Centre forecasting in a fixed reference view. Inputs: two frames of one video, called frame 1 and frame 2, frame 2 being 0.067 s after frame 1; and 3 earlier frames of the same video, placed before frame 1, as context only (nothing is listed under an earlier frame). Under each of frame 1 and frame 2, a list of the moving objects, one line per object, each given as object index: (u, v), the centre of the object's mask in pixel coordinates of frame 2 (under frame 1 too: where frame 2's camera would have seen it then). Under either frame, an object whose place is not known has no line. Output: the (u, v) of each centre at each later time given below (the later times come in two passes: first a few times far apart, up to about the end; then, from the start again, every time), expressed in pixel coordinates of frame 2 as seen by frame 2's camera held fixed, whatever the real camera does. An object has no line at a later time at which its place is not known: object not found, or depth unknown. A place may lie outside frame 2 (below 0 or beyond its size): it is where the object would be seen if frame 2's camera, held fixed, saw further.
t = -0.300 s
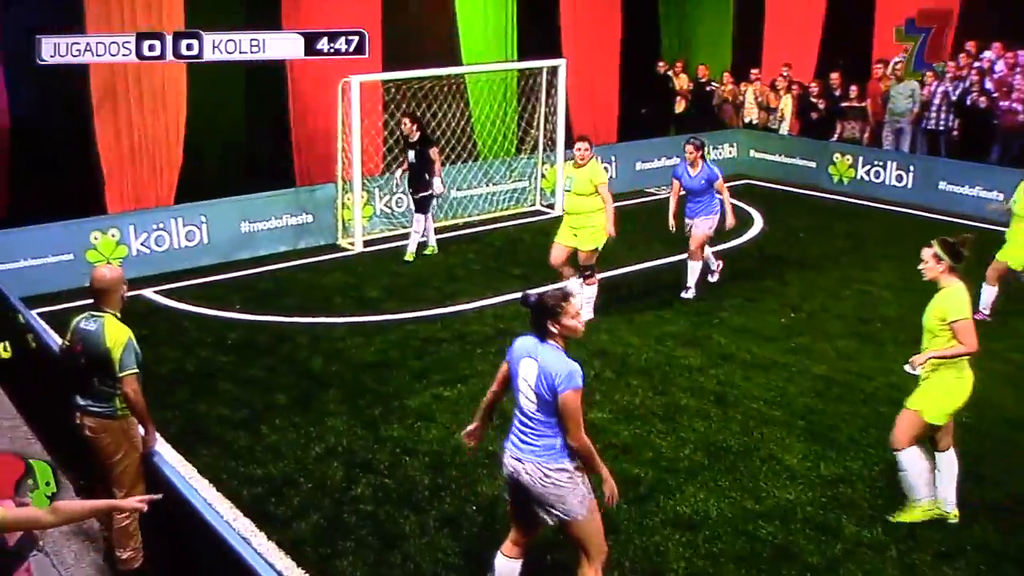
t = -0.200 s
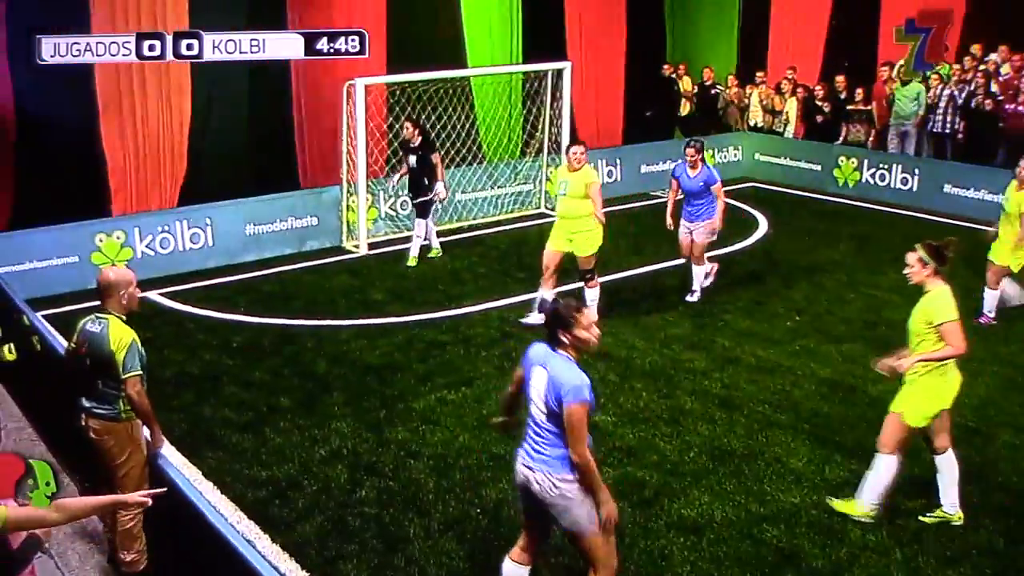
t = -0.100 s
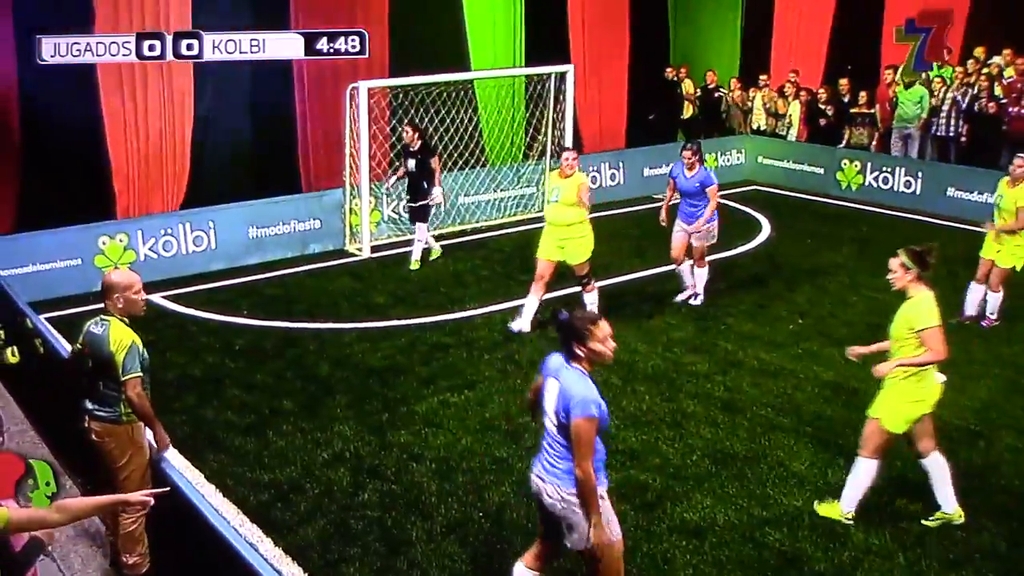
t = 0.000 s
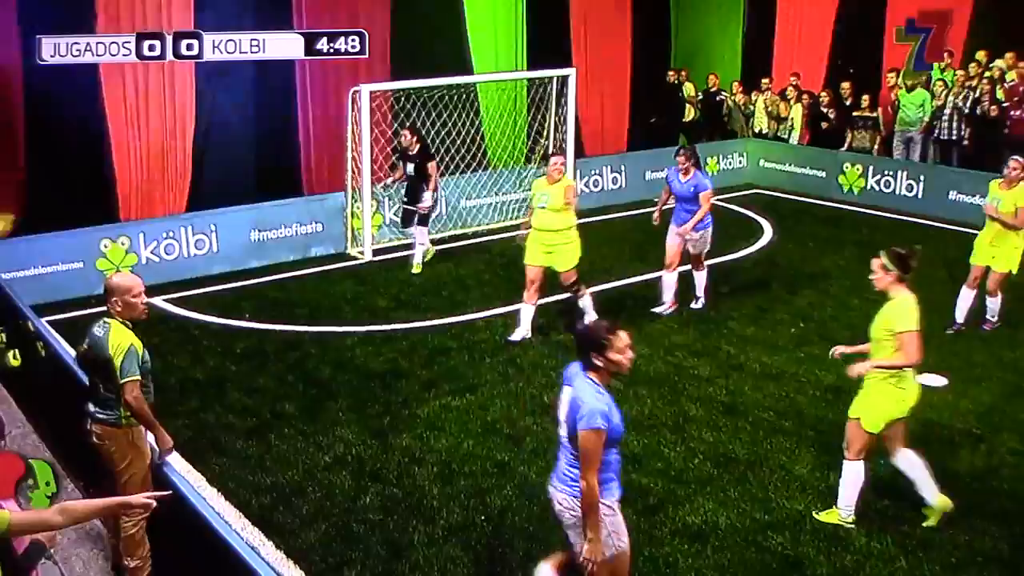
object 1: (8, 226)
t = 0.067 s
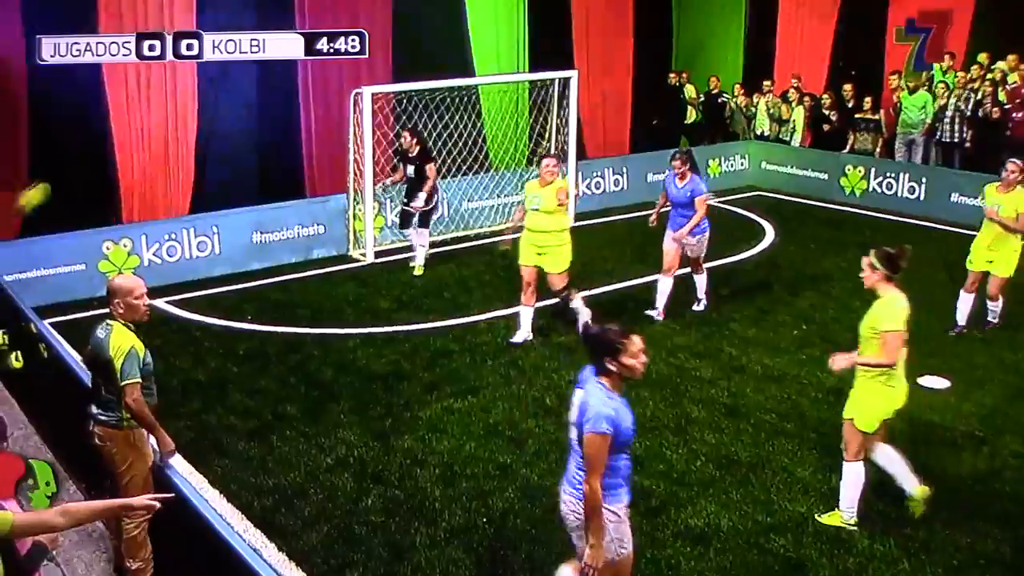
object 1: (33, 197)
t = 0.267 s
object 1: (129, 128)
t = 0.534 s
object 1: (254, 107)
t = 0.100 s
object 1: (49, 182)
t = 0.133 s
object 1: (66, 168)
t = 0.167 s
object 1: (81, 157)
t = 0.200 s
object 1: (98, 146)
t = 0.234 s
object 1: (113, 137)
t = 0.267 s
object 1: (129, 128)
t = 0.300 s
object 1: (147, 121)
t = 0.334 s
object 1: (162, 116)
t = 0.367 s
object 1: (179, 110)
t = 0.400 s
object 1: (196, 108)
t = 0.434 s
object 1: (211, 106)
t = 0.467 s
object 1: (224, 105)
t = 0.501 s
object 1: (239, 105)
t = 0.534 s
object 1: (254, 107)
